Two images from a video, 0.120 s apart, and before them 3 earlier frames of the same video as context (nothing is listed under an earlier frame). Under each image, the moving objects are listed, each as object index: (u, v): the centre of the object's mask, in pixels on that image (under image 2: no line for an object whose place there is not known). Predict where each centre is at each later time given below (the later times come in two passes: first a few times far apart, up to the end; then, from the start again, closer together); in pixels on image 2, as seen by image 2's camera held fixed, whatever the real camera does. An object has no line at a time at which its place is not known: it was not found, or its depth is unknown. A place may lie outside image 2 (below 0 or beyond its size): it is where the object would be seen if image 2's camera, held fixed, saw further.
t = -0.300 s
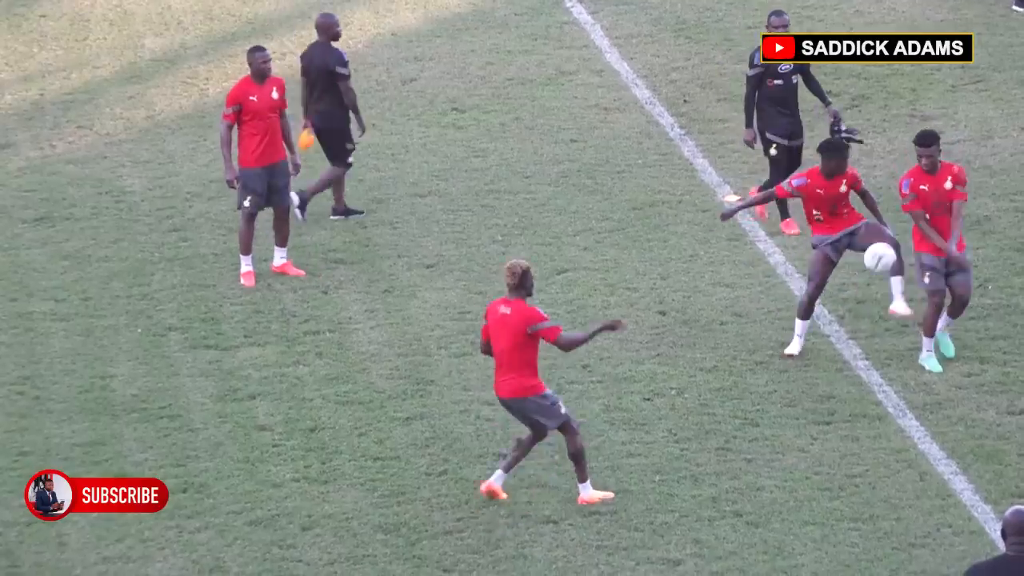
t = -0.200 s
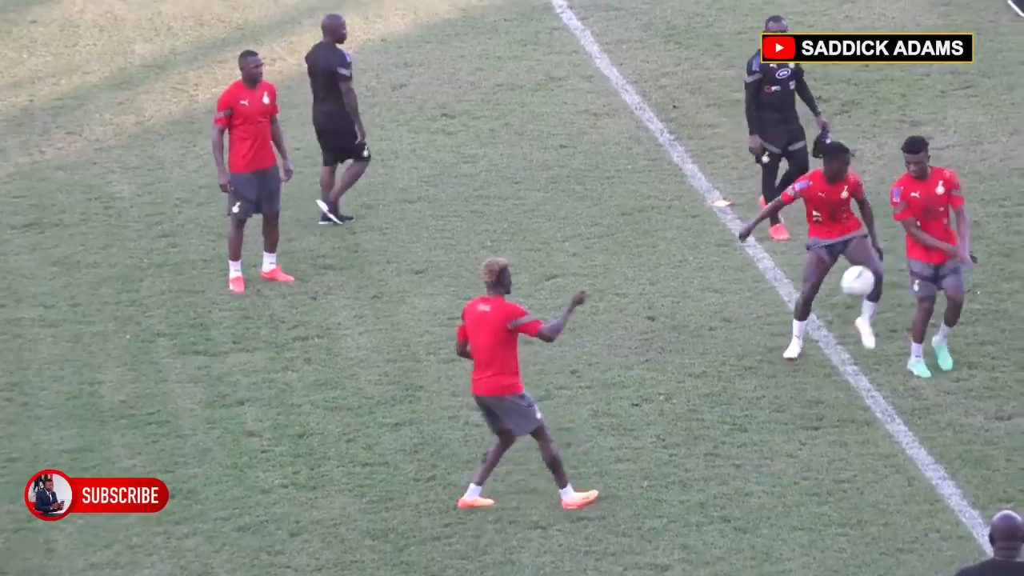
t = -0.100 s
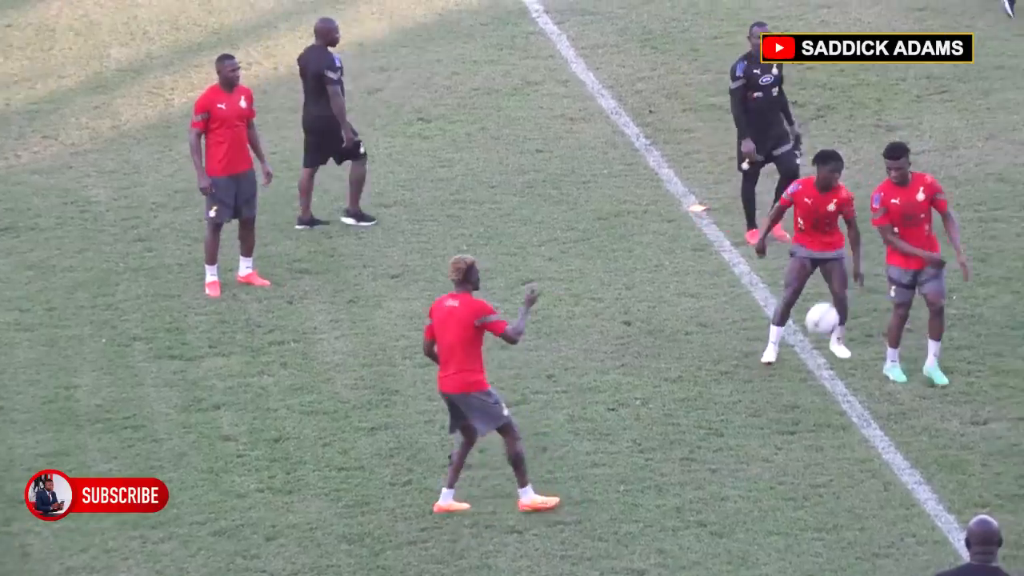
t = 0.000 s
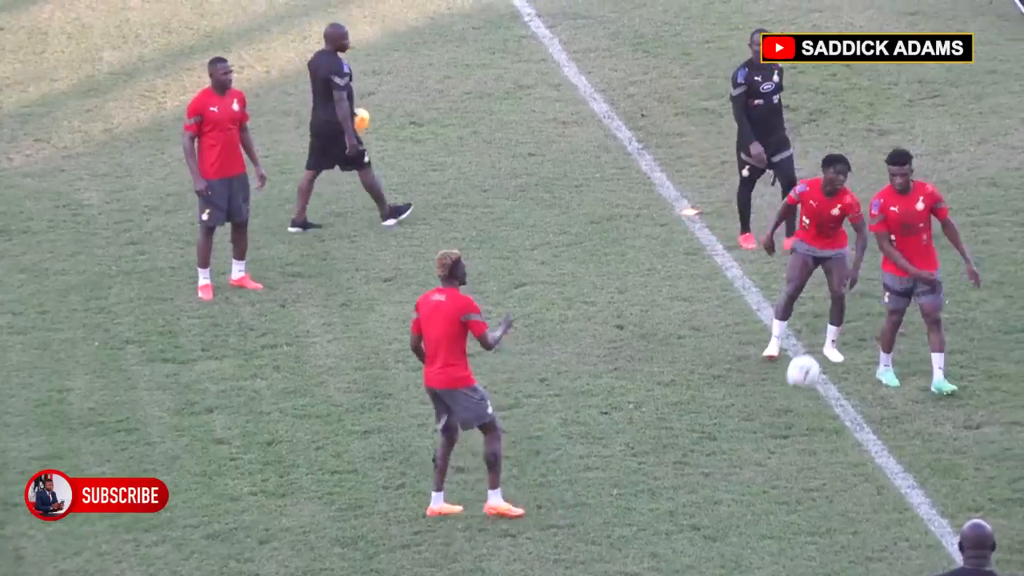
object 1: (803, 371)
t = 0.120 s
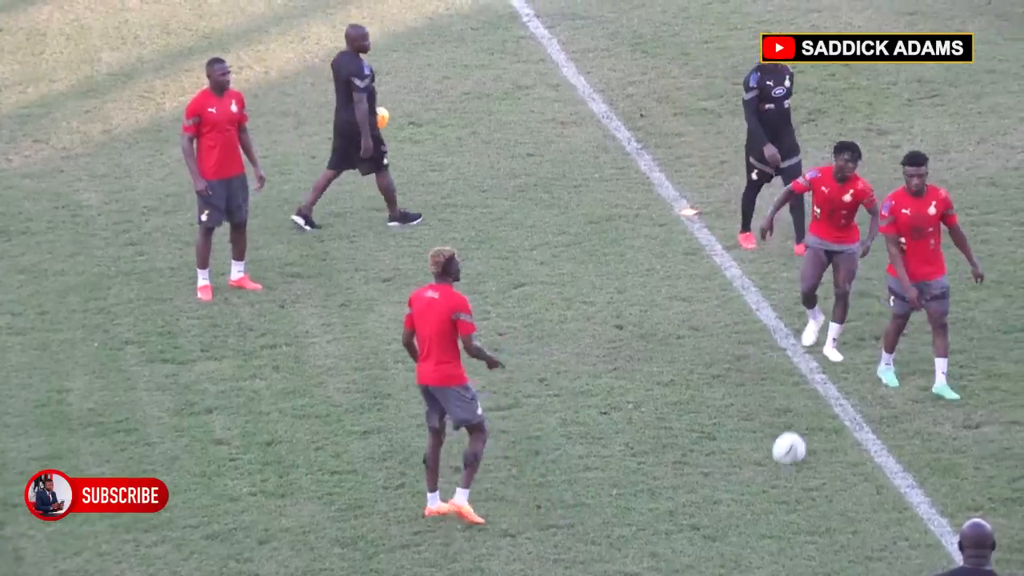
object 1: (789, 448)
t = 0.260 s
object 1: (777, 426)
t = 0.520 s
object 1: (755, 454)
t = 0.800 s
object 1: (733, 520)
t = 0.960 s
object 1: (723, 528)
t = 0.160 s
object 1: (785, 442)
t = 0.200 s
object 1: (782, 434)
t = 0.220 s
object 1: (780, 430)
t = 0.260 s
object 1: (777, 426)
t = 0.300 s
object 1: (774, 425)
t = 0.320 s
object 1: (772, 424)
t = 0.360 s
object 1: (769, 426)
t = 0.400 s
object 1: (765, 428)
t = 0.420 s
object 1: (763, 430)
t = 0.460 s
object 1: (760, 437)
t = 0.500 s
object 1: (757, 448)
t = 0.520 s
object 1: (755, 454)
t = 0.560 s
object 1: (752, 467)
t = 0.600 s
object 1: (749, 481)
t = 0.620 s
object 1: (747, 491)
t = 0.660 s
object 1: (744, 511)
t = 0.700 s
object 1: (740, 533)
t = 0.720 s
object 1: (739, 532)
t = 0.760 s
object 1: (736, 525)
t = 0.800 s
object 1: (733, 520)
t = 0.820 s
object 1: (733, 519)
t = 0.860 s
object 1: (730, 519)
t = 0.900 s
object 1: (727, 521)
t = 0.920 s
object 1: (725, 523)
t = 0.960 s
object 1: (723, 528)
